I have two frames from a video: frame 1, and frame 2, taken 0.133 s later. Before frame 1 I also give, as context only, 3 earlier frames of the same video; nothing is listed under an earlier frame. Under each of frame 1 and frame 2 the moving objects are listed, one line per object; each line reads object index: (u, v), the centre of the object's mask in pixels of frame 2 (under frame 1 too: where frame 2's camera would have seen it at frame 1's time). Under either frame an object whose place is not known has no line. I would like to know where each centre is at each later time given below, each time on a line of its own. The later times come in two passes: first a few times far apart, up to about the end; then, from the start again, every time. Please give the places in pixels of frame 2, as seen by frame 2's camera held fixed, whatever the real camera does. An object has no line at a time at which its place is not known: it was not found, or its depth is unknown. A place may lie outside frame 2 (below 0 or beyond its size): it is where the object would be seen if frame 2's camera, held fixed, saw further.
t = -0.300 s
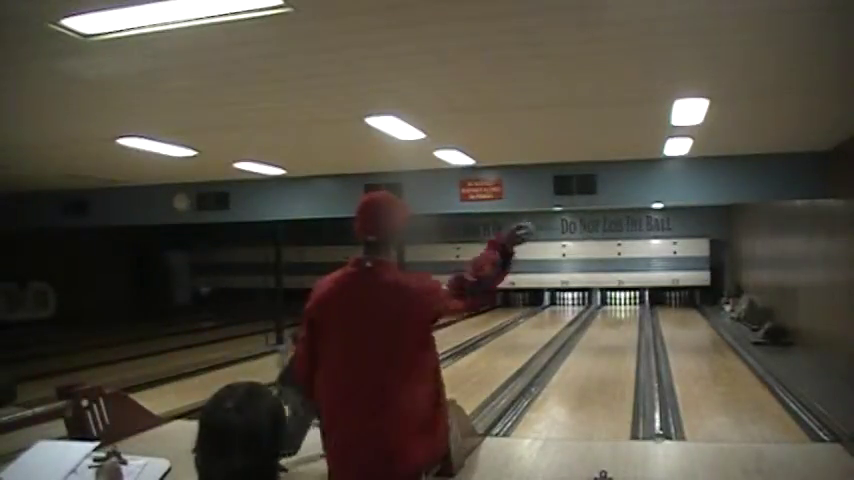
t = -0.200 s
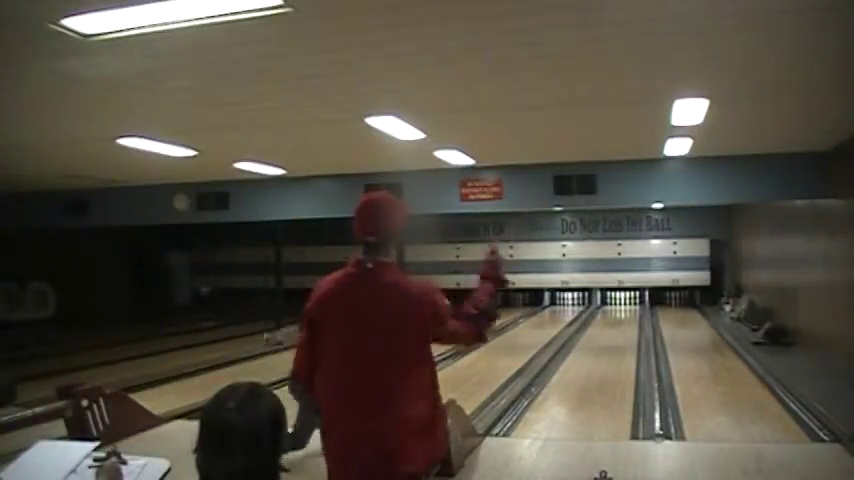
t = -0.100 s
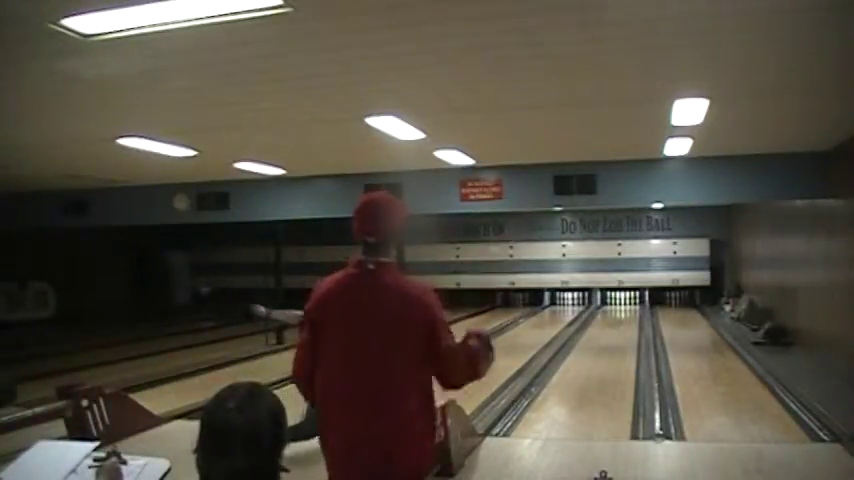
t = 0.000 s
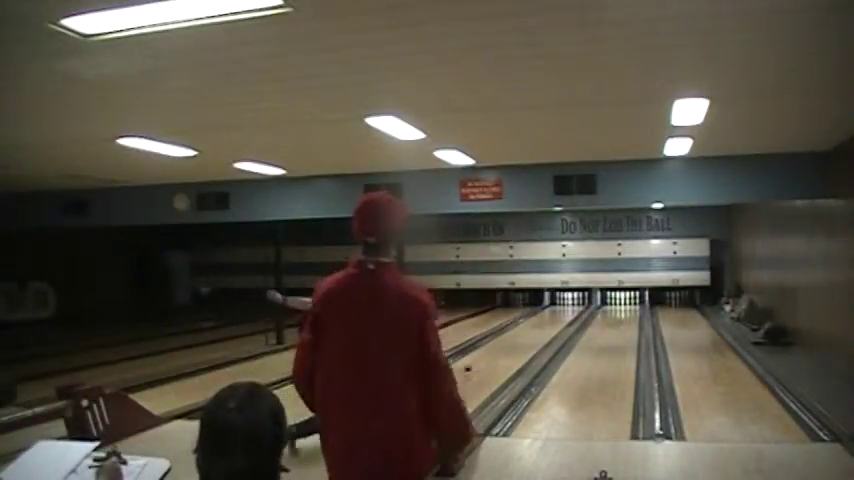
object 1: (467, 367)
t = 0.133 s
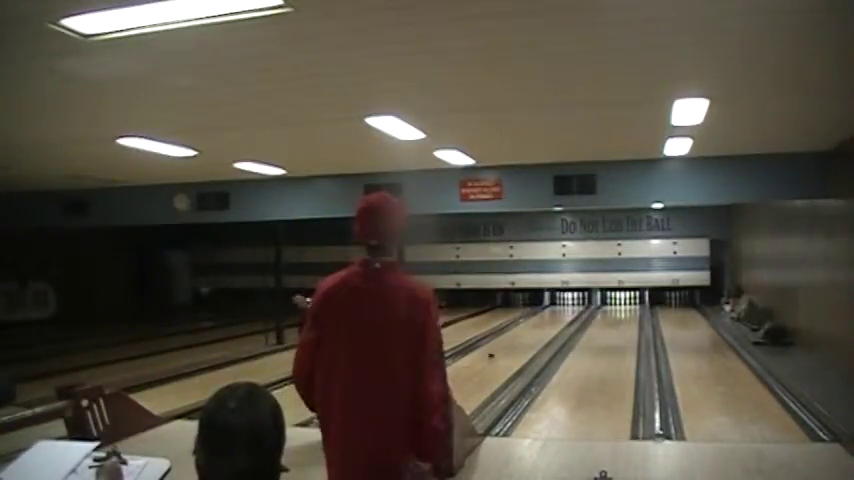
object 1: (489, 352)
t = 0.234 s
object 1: (501, 344)
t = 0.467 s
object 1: (527, 330)
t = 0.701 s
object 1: (542, 318)
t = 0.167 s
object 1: (493, 351)
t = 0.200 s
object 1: (498, 347)
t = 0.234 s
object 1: (501, 344)
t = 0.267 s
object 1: (506, 342)
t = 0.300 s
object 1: (511, 339)
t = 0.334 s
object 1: (513, 338)
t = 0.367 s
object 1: (516, 337)
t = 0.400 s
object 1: (521, 332)
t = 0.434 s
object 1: (524, 331)
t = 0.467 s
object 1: (527, 330)
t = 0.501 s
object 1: (530, 328)
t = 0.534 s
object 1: (533, 326)
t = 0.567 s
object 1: (535, 323)
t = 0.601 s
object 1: (537, 323)
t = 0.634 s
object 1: (540, 320)
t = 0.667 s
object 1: (541, 319)
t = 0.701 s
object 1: (542, 318)
